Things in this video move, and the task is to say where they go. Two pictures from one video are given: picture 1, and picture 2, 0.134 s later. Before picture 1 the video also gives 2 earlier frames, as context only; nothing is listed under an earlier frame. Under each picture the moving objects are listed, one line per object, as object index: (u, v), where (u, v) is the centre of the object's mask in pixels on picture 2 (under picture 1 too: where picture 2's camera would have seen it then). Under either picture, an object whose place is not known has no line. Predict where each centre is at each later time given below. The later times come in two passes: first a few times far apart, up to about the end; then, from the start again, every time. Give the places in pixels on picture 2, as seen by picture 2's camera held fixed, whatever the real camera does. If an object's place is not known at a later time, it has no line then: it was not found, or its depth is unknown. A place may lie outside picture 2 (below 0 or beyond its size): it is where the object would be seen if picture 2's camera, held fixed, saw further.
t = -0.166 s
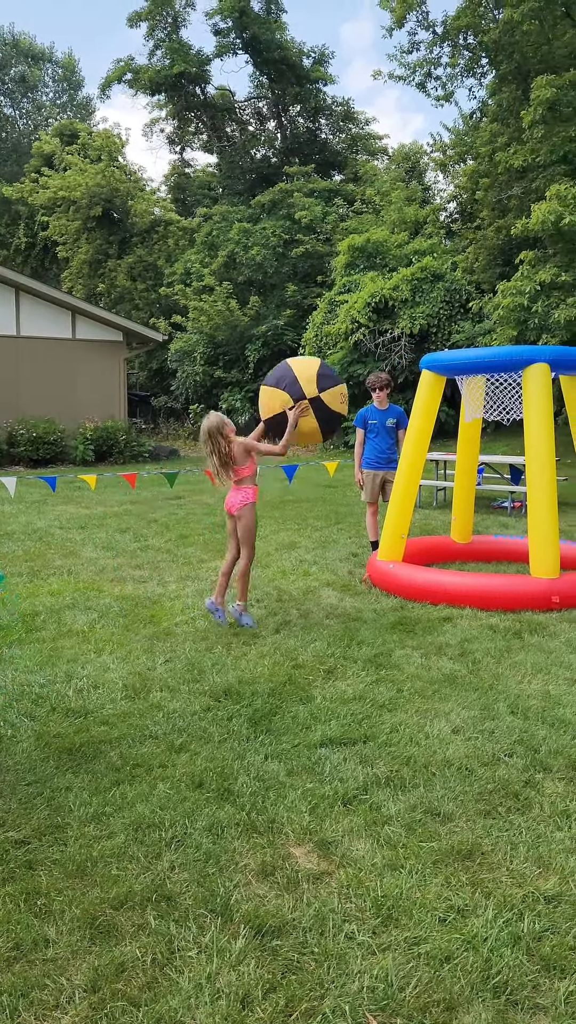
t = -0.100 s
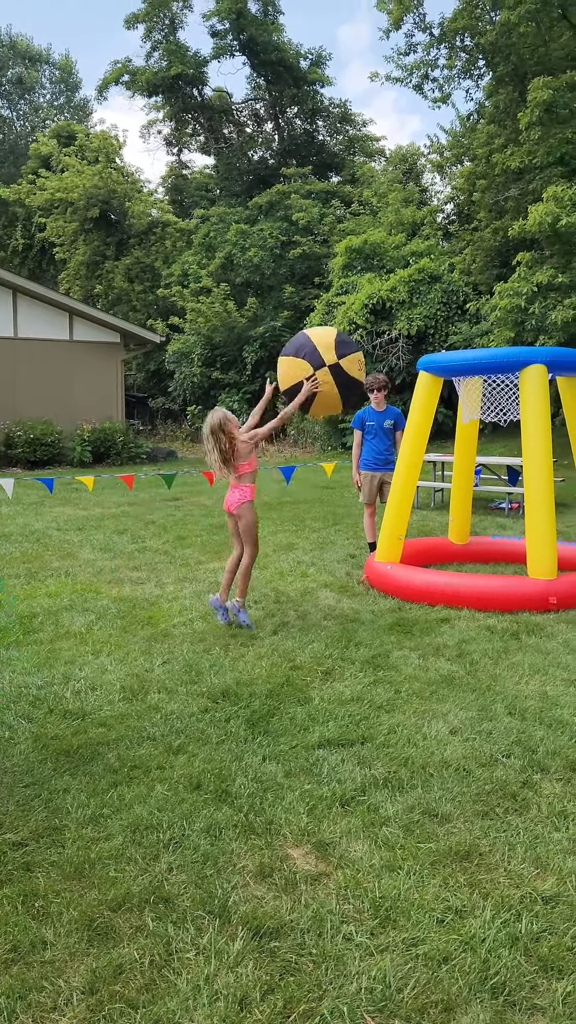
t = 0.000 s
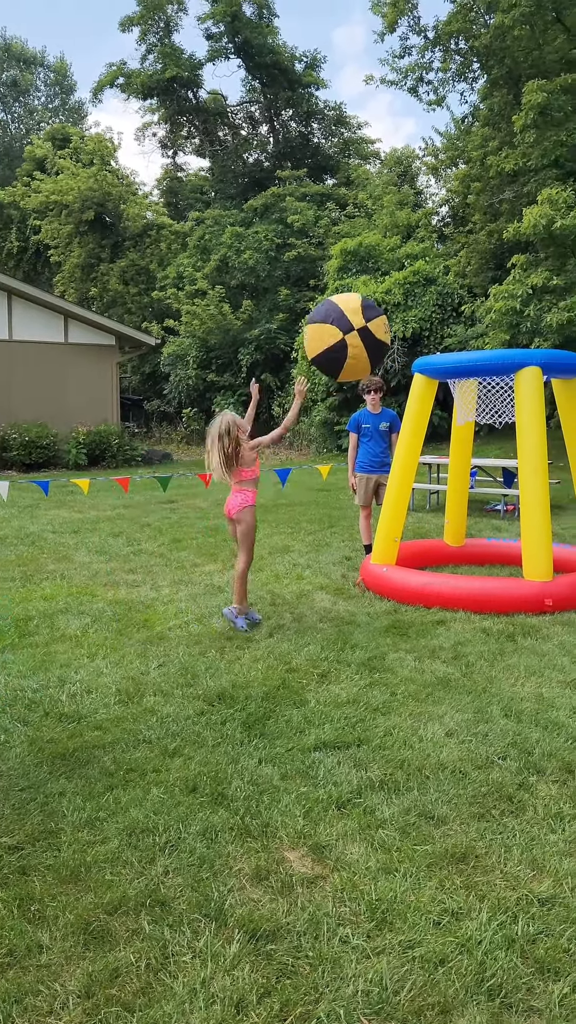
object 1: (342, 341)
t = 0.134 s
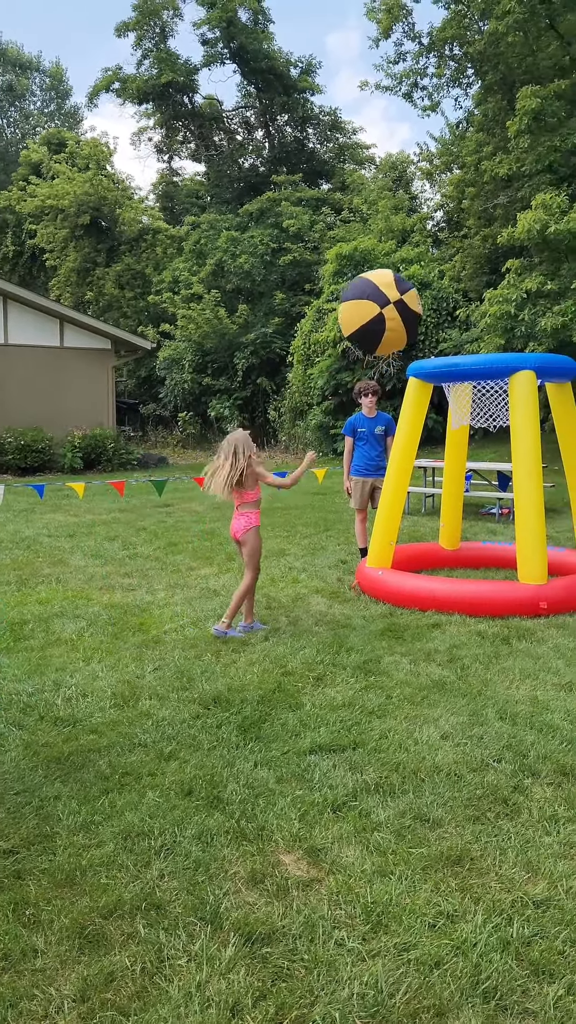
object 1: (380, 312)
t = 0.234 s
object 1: (406, 304)
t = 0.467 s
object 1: (461, 321)
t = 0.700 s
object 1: (488, 398)
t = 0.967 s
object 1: (499, 470)
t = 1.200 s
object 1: (501, 549)
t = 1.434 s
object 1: (496, 513)
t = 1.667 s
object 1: (490, 520)
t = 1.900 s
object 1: (483, 555)
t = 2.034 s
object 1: (477, 548)
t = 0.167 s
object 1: (389, 308)
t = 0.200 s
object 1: (397, 305)
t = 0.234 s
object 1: (406, 304)
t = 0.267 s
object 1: (414, 303)
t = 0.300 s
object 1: (422, 304)
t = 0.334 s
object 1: (430, 306)
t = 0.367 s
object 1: (438, 308)
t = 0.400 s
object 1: (446, 312)
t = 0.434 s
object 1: (453, 317)
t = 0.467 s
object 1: (461, 321)
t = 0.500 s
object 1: (468, 325)
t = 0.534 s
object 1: (474, 329)
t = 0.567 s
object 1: (481, 334)
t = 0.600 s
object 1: (488, 338)
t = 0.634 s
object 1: (494, 343)
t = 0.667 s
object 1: (485, 391)
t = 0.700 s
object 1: (488, 398)
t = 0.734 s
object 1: (491, 403)
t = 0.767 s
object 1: (492, 408)
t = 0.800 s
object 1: (494, 412)
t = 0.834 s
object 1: (495, 418)
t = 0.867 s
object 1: (497, 433)
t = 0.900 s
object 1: (497, 445)
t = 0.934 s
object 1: (498, 459)
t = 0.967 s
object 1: (499, 470)
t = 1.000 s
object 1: (499, 486)
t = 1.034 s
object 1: (500, 502)
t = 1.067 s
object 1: (500, 517)
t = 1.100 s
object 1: (501, 536)
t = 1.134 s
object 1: (502, 549)
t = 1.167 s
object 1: (501, 555)
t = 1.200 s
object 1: (501, 549)
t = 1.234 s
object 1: (500, 543)
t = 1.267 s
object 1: (499, 535)
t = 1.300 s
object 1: (499, 528)
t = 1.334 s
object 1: (498, 523)
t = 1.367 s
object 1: (497, 519)
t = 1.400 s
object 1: (497, 515)
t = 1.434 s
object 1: (496, 513)
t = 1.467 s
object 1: (495, 511)
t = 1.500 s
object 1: (494, 510)
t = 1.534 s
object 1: (494, 510)
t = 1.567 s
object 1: (493, 511)
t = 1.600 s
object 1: (492, 513)
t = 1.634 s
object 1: (491, 516)
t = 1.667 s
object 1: (490, 520)
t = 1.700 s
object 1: (489, 525)
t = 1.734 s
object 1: (488, 531)
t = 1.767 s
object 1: (487, 538)
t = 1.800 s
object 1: (486, 544)
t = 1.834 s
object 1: (484, 550)
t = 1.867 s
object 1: (483, 555)
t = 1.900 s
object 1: (483, 555)
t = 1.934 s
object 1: (481, 553)
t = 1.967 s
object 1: (480, 551)
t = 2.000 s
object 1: (479, 549)
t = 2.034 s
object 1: (477, 548)
